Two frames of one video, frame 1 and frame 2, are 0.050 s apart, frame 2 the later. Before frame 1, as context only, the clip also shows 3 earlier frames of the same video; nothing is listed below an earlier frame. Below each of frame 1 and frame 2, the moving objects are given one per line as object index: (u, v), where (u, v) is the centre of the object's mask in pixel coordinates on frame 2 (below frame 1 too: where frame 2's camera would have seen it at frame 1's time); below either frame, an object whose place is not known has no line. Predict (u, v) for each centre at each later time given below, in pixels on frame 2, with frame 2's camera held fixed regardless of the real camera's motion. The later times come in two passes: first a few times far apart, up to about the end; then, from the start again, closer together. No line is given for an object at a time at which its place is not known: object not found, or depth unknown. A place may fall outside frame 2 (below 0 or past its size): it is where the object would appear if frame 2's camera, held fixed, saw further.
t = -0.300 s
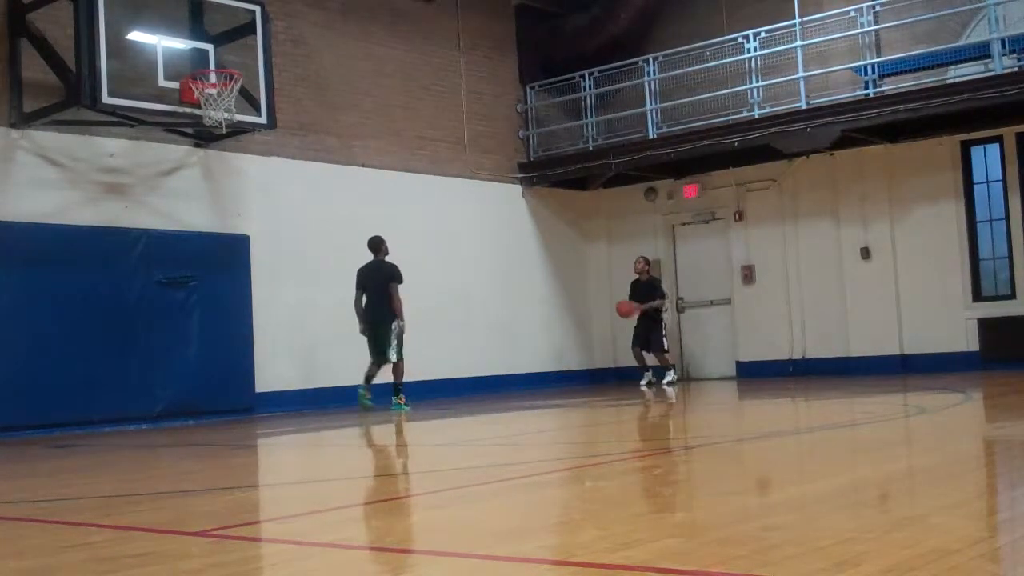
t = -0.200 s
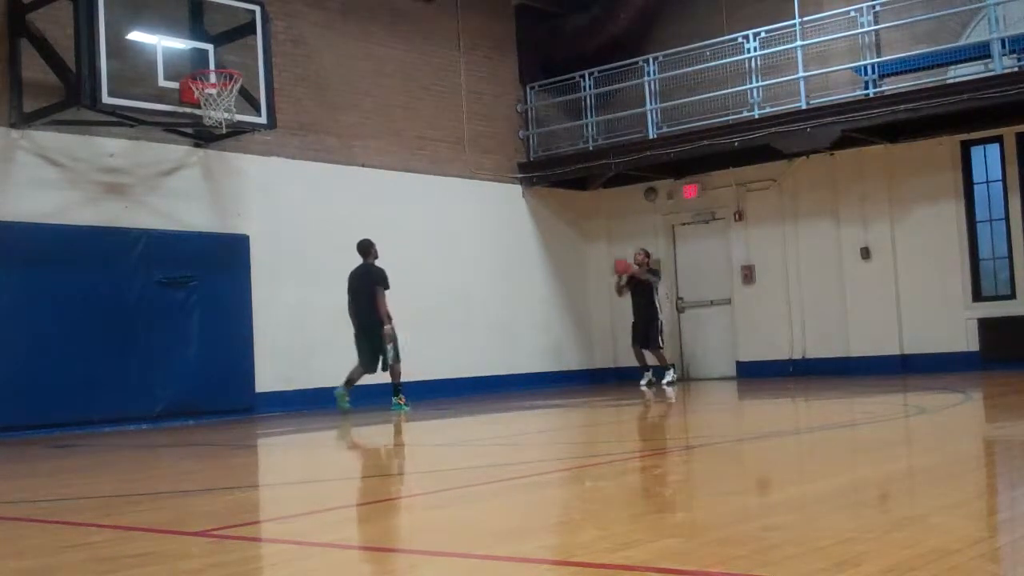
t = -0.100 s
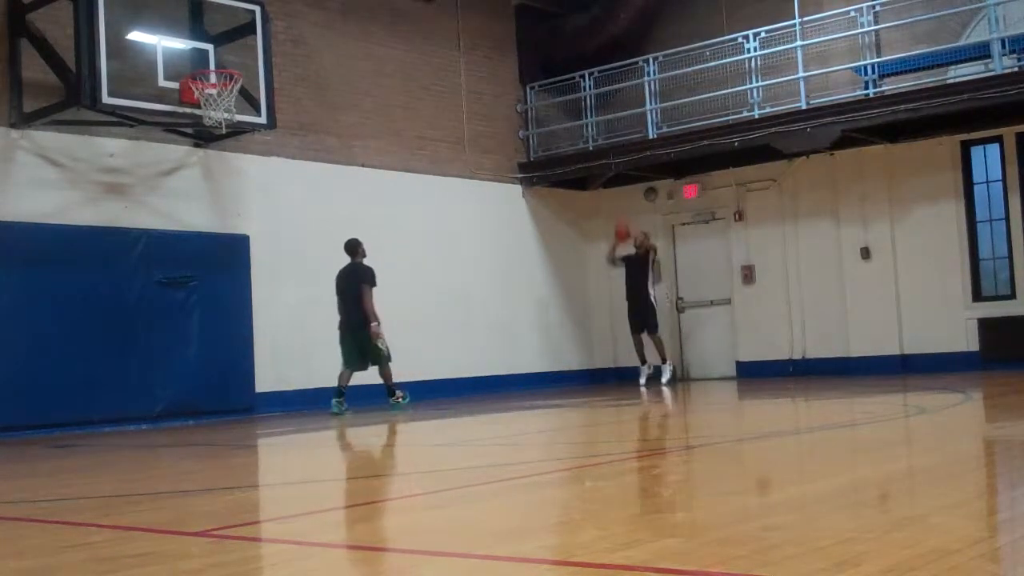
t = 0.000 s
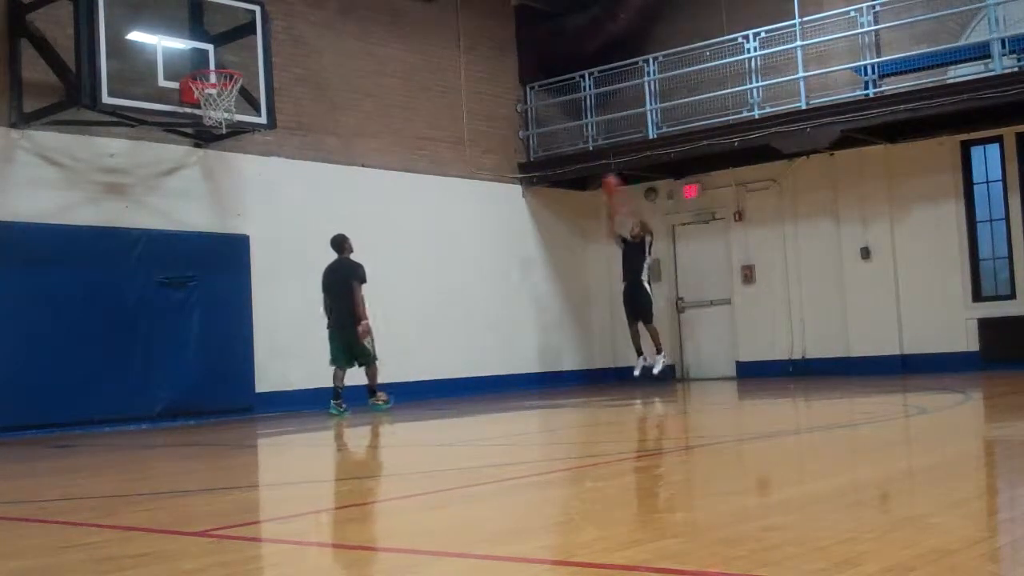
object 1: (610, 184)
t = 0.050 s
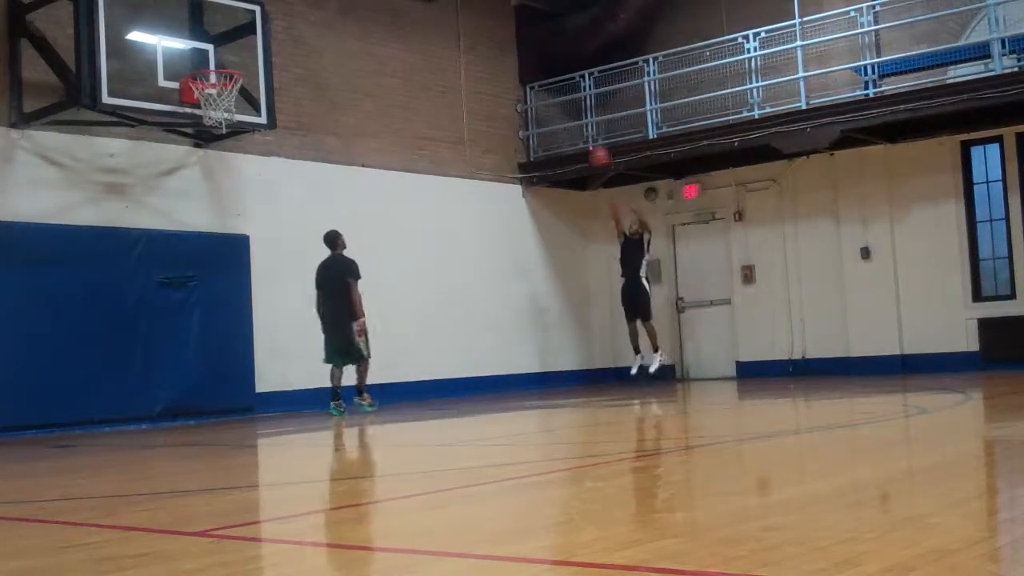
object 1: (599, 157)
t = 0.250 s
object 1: (551, 62)
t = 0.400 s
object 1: (517, 7)
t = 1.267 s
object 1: (262, 49)
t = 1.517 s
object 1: (342, 101)
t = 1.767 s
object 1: (451, 179)
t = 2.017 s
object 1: (546, 301)
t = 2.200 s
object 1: (603, 362)
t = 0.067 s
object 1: (595, 146)
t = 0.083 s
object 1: (594, 138)
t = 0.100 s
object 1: (585, 130)
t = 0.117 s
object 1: (582, 119)
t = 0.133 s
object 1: (579, 112)
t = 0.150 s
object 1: (574, 108)
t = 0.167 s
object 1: (572, 96)
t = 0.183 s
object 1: (569, 89)
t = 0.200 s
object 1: (562, 81)
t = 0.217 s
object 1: (558, 74)
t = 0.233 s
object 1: (554, 67)
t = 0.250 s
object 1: (551, 62)
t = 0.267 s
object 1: (547, 53)
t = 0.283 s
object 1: (543, 46)
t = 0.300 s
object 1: (538, 39)
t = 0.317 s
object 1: (534, 33)
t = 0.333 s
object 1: (531, 27)
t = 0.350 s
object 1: (525, 21)
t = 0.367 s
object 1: (522, 15)
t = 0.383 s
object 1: (519, 10)
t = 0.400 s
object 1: (517, 7)
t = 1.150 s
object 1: (300, 5)
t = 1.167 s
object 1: (294, 8)
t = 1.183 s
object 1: (288, 11)
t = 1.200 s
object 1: (283, 18)
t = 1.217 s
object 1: (279, 25)
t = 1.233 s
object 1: (273, 32)
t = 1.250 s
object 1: (268, 39)
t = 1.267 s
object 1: (262, 49)
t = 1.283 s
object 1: (256, 59)
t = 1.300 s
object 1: (251, 69)
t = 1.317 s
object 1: (248, 74)
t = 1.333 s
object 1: (250, 76)
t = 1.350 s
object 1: (259, 78)
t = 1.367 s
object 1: (268, 78)
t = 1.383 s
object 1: (277, 80)
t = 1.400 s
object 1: (286, 84)
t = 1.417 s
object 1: (293, 85)
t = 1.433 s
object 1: (301, 87)
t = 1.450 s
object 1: (310, 89)
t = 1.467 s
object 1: (318, 90)
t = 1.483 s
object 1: (325, 93)
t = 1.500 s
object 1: (334, 97)
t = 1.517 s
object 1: (342, 101)
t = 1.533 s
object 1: (350, 105)
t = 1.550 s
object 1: (357, 109)
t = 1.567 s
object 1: (364, 113)
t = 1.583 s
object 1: (371, 117)
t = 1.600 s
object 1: (380, 122)
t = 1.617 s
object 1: (388, 127)
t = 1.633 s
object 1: (395, 130)
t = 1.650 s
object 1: (402, 137)
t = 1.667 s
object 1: (409, 142)
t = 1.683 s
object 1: (416, 148)
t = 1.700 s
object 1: (423, 154)
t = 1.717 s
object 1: (432, 162)
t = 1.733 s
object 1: (437, 165)
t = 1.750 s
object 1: (444, 171)
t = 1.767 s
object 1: (451, 179)
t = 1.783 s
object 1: (458, 186)
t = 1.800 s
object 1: (465, 192)
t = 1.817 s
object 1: (472, 200)
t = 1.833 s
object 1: (478, 207)
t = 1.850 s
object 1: (484, 215)
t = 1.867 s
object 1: (491, 223)
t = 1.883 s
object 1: (498, 231)
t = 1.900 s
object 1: (503, 239)
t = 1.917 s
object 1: (510, 247)
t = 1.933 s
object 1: (516, 255)
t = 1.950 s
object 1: (522, 264)
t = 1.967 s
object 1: (528, 273)
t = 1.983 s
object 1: (534, 281)
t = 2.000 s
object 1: (540, 291)
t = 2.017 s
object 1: (546, 301)
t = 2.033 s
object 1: (552, 310)
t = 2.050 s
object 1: (559, 320)
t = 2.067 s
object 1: (565, 330)
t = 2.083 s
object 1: (571, 340)
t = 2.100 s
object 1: (576, 350)
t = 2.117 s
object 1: (581, 360)
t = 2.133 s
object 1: (589, 372)
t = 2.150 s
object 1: (594, 379)
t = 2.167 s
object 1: (598, 378)
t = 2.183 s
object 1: (599, 371)
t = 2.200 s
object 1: (603, 362)
